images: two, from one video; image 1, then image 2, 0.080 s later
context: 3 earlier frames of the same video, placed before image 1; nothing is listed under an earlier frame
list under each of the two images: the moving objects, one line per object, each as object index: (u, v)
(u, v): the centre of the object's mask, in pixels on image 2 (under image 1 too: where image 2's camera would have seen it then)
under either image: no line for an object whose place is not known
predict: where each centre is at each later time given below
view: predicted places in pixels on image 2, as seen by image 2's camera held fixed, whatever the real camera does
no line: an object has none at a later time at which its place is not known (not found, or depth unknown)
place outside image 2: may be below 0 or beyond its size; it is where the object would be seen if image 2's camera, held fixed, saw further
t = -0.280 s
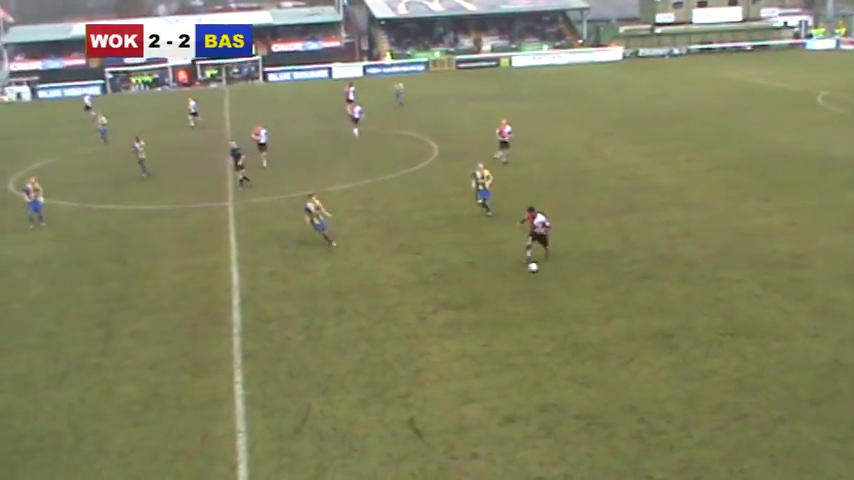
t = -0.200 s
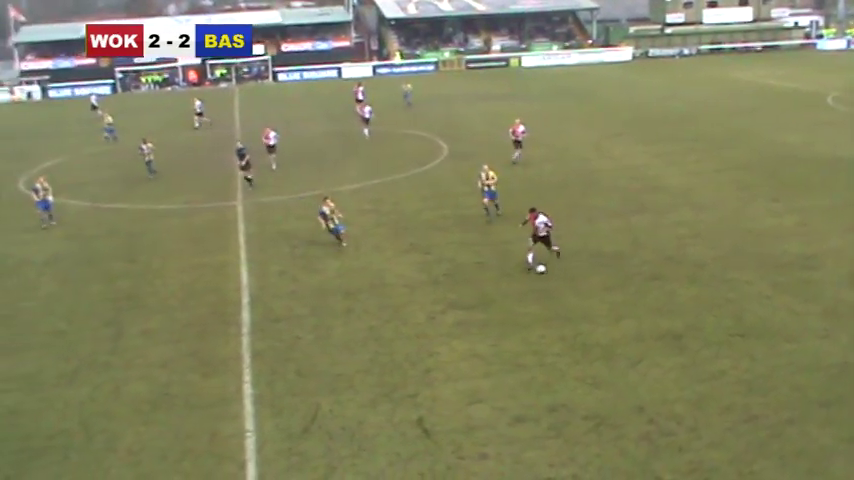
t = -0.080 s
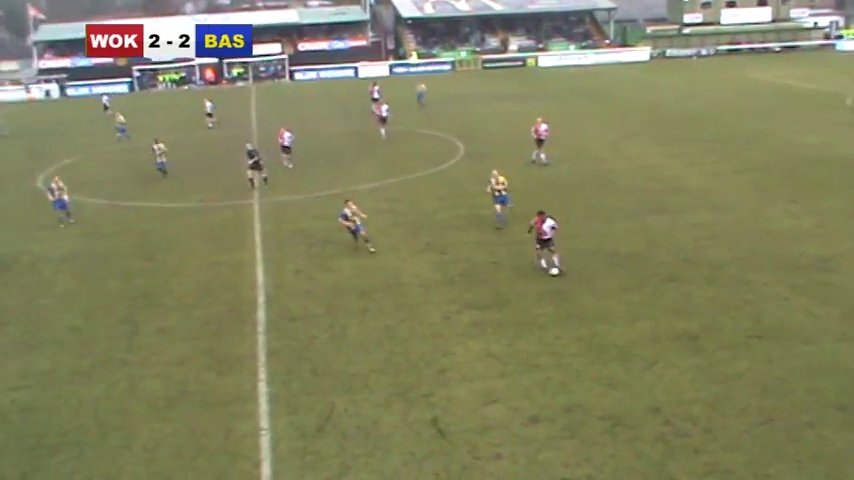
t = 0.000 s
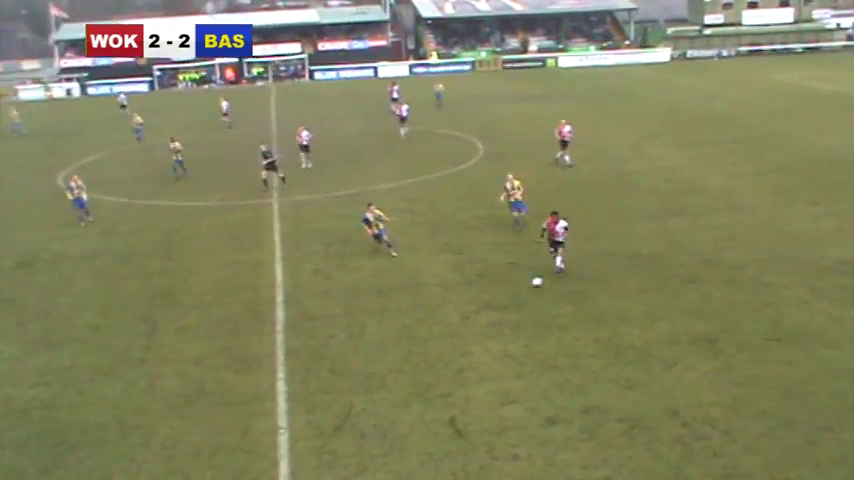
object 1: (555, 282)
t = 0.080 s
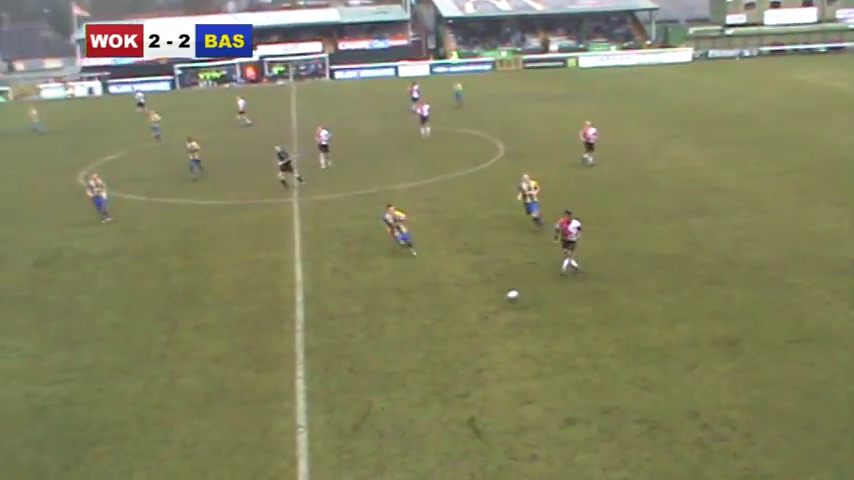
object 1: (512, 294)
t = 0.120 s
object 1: (490, 302)
